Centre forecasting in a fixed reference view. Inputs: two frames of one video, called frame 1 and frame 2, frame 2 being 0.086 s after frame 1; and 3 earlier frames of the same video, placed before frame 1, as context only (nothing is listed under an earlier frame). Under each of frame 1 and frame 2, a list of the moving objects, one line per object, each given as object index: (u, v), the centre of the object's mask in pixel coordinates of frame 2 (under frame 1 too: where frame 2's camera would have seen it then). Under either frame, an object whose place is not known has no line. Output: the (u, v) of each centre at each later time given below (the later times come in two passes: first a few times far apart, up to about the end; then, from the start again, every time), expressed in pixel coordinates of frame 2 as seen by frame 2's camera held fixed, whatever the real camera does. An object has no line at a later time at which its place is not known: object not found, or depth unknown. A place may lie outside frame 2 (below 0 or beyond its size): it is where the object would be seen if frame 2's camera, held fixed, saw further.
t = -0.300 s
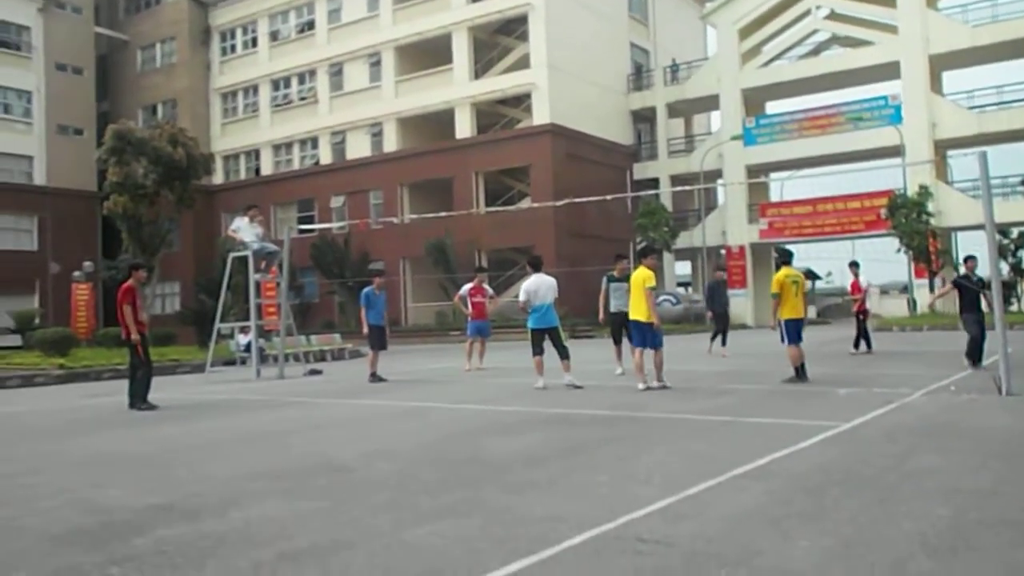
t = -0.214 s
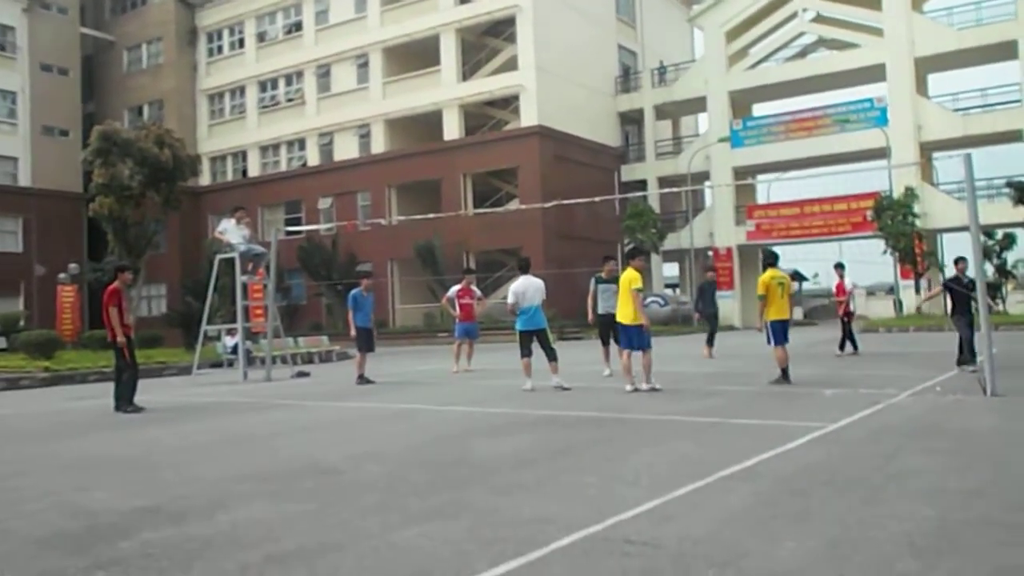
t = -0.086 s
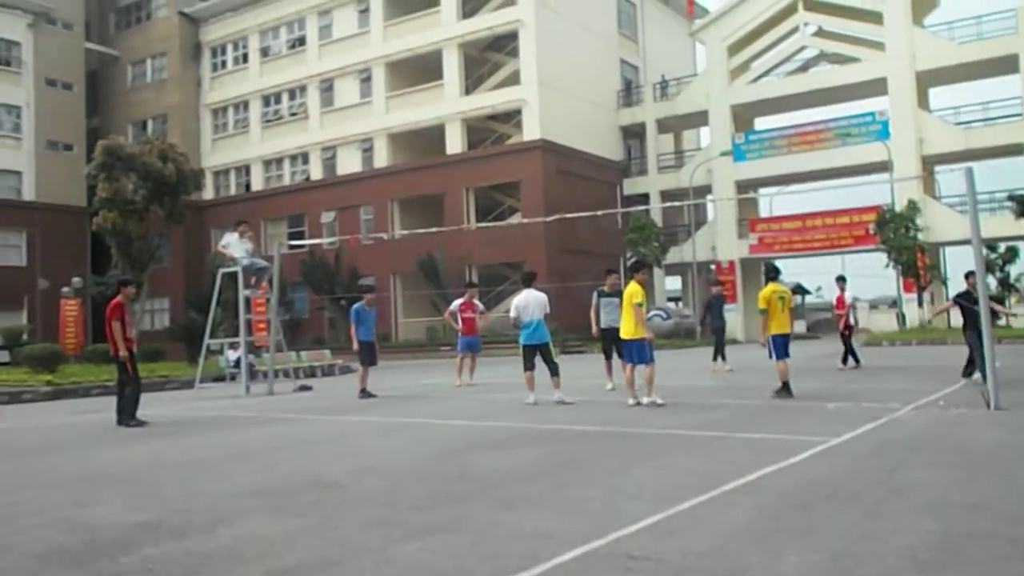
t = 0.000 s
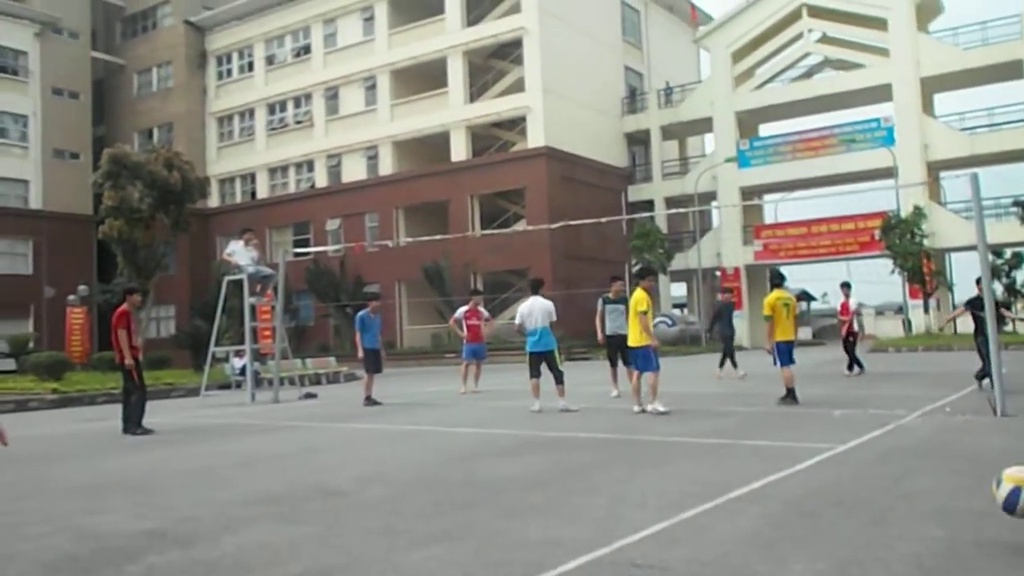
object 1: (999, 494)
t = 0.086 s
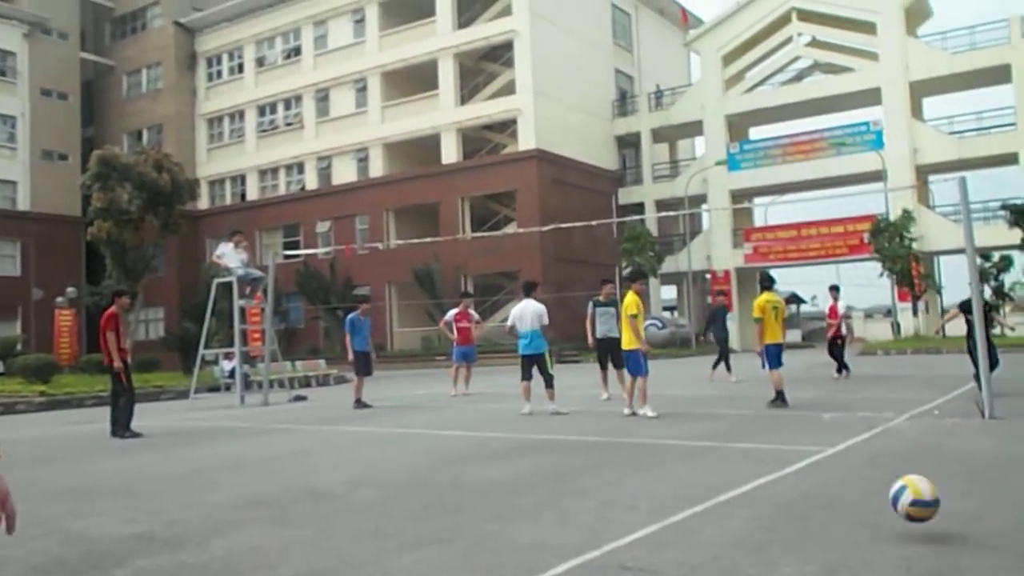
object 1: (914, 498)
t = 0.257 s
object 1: (787, 420)
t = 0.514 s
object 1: (657, 429)
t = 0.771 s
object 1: (568, 423)
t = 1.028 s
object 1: (505, 432)
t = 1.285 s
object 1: (457, 404)
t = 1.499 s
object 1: (426, 425)
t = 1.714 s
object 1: (400, 399)
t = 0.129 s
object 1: (879, 471)
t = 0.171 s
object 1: (846, 448)
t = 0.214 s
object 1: (815, 432)
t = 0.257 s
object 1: (787, 420)
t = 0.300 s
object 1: (761, 414)
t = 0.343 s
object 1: (738, 411)
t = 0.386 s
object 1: (715, 411)
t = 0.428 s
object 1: (695, 414)
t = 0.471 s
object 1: (675, 420)
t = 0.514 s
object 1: (657, 429)
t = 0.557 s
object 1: (641, 440)
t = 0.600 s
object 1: (625, 453)
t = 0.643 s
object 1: (611, 454)
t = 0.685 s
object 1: (595, 440)
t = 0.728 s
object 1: (581, 430)
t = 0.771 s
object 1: (568, 423)
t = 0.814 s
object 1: (556, 418)
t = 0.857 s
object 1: (545, 416)
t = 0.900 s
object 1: (533, 416)
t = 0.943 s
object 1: (523, 419)
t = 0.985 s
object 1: (513, 425)
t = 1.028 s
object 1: (505, 432)
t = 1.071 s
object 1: (496, 437)
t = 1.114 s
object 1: (487, 425)
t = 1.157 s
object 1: (479, 417)
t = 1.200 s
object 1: (471, 410)
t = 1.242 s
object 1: (463, 406)
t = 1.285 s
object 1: (457, 404)
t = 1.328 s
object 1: (449, 405)
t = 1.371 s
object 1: (444, 407)
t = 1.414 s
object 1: (436, 411)
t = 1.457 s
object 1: (431, 417)
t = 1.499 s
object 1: (426, 425)
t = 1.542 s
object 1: (420, 417)
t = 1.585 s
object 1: (414, 410)
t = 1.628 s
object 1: (409, 403)
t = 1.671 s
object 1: (405, 400)
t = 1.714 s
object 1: (400, 399)
